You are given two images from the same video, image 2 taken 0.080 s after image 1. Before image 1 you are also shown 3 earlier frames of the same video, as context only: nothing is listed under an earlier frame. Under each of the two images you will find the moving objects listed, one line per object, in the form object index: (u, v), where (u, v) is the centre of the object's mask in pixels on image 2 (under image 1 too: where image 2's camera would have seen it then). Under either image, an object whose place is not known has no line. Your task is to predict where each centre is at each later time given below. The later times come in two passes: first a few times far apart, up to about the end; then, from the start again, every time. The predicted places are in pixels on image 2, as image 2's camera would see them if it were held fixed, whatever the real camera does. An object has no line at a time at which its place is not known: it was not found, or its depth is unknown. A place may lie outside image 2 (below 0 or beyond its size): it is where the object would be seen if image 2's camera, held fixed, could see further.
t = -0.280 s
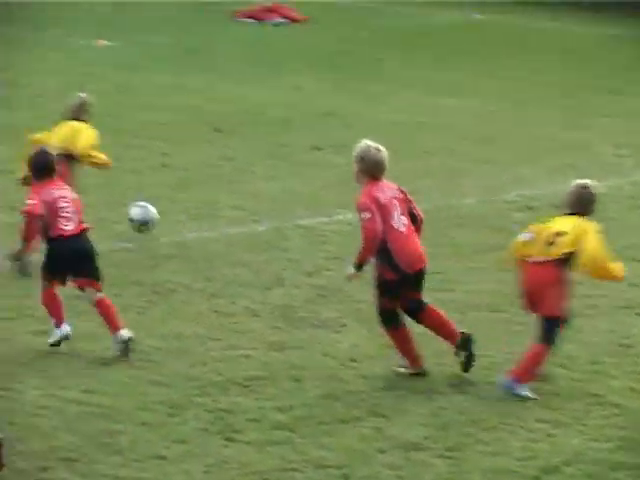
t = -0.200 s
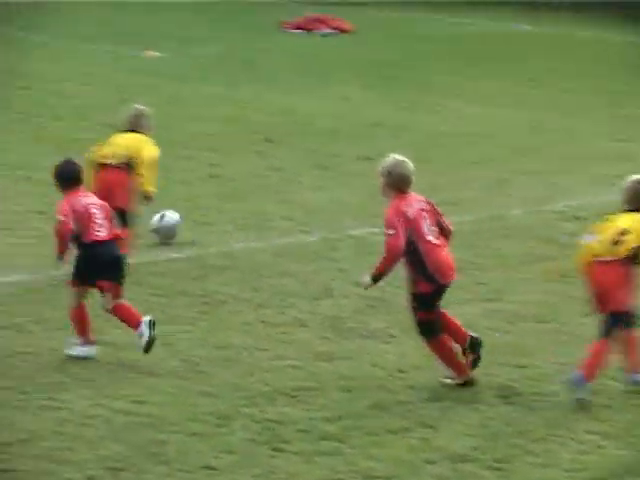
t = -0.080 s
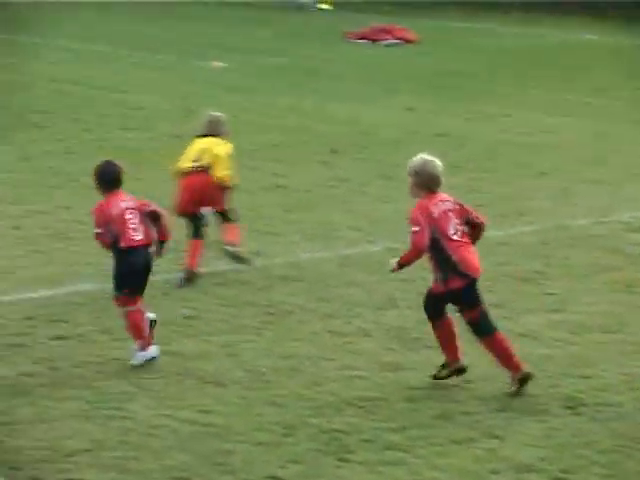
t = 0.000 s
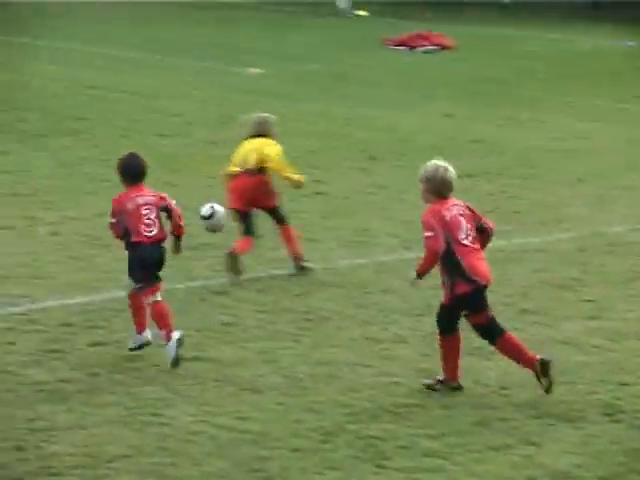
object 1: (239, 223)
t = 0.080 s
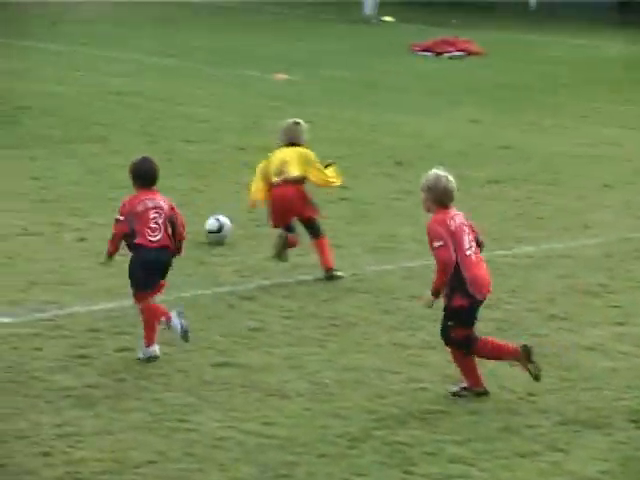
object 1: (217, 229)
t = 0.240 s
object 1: (177, 205)
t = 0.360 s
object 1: (147, 204)
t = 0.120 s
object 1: (206, 226)
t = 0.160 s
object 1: (197, 216)
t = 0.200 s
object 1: (186, 209)
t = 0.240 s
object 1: (177, 205)
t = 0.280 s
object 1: (167, 203)
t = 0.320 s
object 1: (157, 202)
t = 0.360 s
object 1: (147, 204)
